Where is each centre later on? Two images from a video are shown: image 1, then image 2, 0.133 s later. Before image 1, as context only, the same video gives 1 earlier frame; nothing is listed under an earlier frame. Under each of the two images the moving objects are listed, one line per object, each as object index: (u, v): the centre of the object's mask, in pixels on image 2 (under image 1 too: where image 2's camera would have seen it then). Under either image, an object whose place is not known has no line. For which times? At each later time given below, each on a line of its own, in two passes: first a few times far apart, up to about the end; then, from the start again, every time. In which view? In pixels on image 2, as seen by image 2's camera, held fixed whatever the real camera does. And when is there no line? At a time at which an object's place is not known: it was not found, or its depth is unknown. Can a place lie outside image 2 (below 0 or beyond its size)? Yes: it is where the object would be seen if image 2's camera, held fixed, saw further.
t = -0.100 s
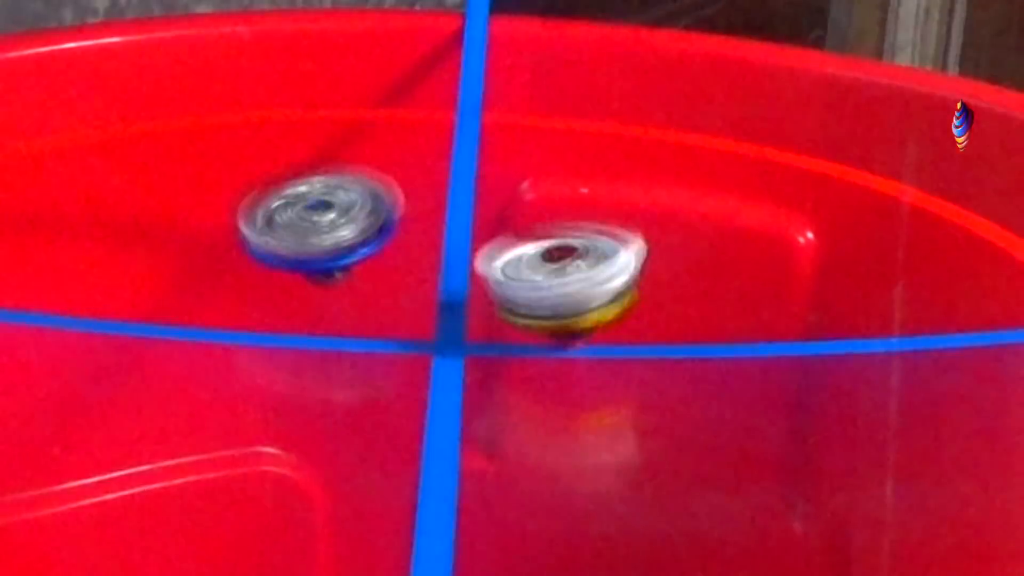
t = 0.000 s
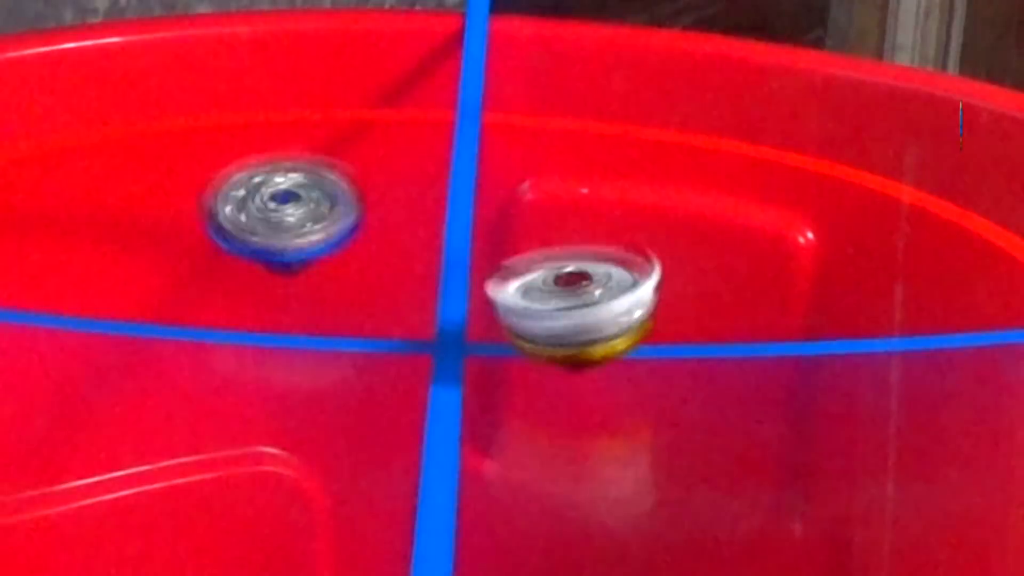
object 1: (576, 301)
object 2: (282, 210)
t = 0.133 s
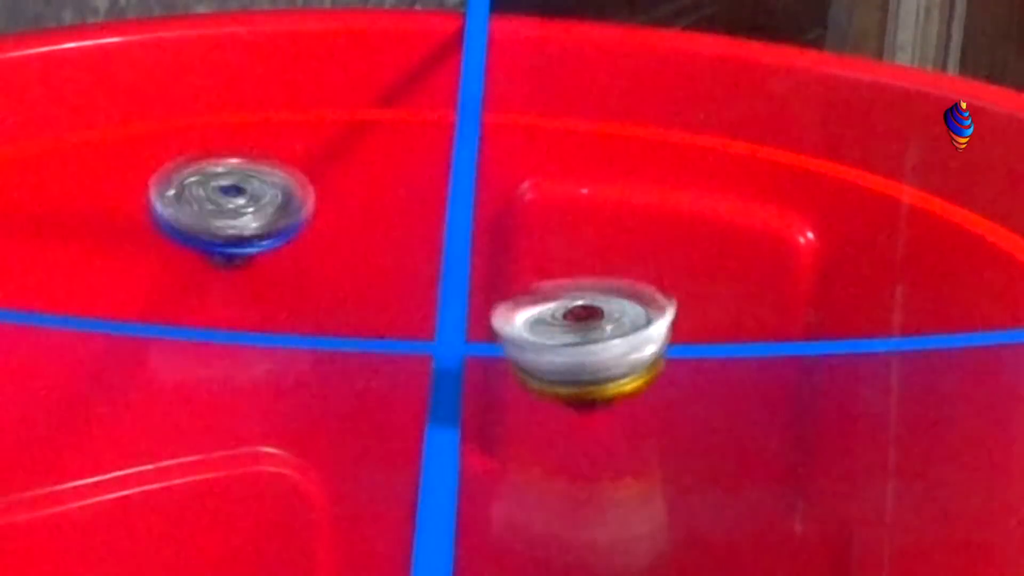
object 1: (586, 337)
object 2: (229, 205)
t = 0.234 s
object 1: (592, 364)
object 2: (191, 207)
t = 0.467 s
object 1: (612, 413)
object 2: (126, 230)
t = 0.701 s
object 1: (586, 415)
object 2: (126, 263)
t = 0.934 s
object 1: (515, 396)
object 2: (199, 294)
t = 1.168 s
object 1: (395, 360)
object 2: (302, 292)
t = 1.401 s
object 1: (320, 375)
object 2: (344, 259)
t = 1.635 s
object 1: (290, 398)
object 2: (301, 228)
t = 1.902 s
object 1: (299, 385)
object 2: (216, 220)
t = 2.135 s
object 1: (325, 347)
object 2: (162, 227)
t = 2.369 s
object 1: (323, 299)
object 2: (179, 245)
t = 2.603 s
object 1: (422, 285)
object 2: (151, 230)
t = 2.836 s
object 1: (549, 281)
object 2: (121, 224)
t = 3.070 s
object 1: (636, 270)
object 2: (144, 232)
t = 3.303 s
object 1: (670, 263)
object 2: (215, 240)
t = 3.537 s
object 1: (651, 259)
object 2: (278, 226)
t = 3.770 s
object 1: (591, 262)
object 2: (300, 199)
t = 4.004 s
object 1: (510, 257)
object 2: (305, 179)
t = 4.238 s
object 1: (415, 247)
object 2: (313, 175)
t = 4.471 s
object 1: (324, 242)
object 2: (339, 172)
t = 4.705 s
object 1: (274, 264)
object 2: (364, 190)
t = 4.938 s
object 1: (236, 273)
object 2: (417, 206)
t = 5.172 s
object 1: (210, 277)
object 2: (472, 207)
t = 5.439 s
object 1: (230, 271)
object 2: (529, 203)
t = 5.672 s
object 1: (278, 268)
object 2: (542, 203)
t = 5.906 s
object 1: (332, 277)
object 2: (547, 211)
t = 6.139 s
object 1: (380, 295)
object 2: (554, 230)
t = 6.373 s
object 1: (415, 314)
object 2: (568, 251)
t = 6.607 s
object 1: (422, 324)
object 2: (610, 267)
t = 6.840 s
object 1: (415, 323)
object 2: (630, 279)
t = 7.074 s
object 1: (426, 311)
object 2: (630, 285)
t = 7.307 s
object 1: (428, 310)
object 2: (635, 289)
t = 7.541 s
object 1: (372, 297)
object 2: (598, 272)
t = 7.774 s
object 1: (314, 273)
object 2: (557, 292)
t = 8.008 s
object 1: (330, 252)
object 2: (573, 308)
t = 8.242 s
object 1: (371, 233)
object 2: (574, 300)
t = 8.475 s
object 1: (410, 230)
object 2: (553, 315)
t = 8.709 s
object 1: (431, 245)
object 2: (557, 303)
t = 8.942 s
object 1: (427, 269)
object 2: (554, 324)
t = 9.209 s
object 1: (403, 273)
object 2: (538, 331)
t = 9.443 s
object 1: (412, 259)
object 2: (555, 331)
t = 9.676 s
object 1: (445, 259)
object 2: (530, 333)
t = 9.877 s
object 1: (432, 250)
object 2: (497, 336)
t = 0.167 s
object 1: (587, 346)
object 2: (217, 206)
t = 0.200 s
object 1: (591, 355)
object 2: (204, 207)
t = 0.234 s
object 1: (592, 364)
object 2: (191, 207)
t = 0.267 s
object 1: (596, 372)
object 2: (177, 209)
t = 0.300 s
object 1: (599, 380)
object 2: (165, 211)
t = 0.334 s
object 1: (604, 387)
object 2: (155, 215)
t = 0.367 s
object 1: (606, 395)
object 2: (146, 217)
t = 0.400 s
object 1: (610, 401)
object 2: (138, 221)
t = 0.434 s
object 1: (608, 409)
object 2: (131, 225)
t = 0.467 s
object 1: (612, 413)
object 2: (126, 230)
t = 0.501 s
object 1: (613, 413)
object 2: (122, 234)
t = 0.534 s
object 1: (612, 415)
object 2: (120, 239)
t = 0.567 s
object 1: (603, 415)
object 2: (119, 244)
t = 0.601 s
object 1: (604, 416)
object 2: (118, 249)
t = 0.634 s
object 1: (597, 416)
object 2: (120, 254)
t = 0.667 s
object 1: (594, 416)
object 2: (121, 258)
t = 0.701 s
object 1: (586, 415)
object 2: (126, 263)
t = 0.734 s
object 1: (582, 413)
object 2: (132, 268)
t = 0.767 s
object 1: (572, 414)
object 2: (140, 272)
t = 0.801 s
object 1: (566, 411)
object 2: (149, 277)
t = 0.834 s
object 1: (555, 408)
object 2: (160, 282)
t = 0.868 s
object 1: (544, 405)
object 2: (171, 287)
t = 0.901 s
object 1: (530, 398)
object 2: (185, 291)
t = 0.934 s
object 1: (515, 396)
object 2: (199, 294)
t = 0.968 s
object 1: (499, 389)
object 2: (213, 296)
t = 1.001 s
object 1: (481, 383)
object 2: (229, 299)
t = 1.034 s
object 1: (466, 377)
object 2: (245, 301)
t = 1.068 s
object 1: (445, 375)
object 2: (260, 301)
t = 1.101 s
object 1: (429, 368)
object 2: (275, 300)
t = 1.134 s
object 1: (408, 365)
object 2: (288, 299)
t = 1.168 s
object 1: (395, 360)
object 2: (302, 292)
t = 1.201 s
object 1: (371, 357)
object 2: (317, 284)
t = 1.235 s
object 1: (356, 359)
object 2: (324, 279)
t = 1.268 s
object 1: (349, 361)
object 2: (331, 274)
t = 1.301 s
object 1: (344, 361)
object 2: (338, 270)
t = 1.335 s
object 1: (337, 366)
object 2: (341, 266)
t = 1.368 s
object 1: (329, 371)
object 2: (342, 264)
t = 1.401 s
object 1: (320, 375)
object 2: (344, 259)
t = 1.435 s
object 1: (313, 379)
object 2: (341, 253)
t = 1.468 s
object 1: (308, 383)
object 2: (340, 248)
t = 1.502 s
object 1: (301, 386)
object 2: (334, 244)
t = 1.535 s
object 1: (301, 388)
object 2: (328, 239)
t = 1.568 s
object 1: (296, 395)
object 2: (320, 235)
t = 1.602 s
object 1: (293, 392)
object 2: (311, 231)
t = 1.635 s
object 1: (290, 398)
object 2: (301, 228)
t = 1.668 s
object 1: (287, 399)
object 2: (292, 225)
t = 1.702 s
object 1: (287, 395)
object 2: (281, 222)
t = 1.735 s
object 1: (290, 400)
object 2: (271, 221)
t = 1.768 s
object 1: (287, 395)
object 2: (260, 220)
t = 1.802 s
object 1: (285, 394)
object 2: (248, 219)
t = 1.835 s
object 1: (294, 391)
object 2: (237, 218)
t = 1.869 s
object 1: (293, 391)
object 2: (225, 220)
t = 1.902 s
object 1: (299, 385)
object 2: (216, 220)
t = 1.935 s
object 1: (303, 385)
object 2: (205, 220)
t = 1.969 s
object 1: (307, 379)
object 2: (195, 220)
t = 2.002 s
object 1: (313, 373)
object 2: (185, 222)
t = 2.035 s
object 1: (316, 368)
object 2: (177, 223)
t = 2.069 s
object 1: (321, 360)
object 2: (170, 224)
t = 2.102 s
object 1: (320, 355)
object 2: (166, 225)
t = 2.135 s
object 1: (325, 347)
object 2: (162, 227)
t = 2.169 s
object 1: (325, 342)
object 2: (161, 229)
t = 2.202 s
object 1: (326, 334)
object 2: (160, 231)
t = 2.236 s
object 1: (327, 328)
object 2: (162, 233)
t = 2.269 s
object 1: (323, 321)
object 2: (164, 235)
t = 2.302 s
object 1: (327, 313)
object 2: (169, 239)
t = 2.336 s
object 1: (325, 307)
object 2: (175, 241)
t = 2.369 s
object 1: (323, 299)
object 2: (179, 245)
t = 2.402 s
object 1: (325, 292)
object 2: (186, 247)
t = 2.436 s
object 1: (330, 289)
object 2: (191, 249)
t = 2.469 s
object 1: (353, 285)
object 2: (182, 241)
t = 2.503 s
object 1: (367, 287)
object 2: (172, 238)
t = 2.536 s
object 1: (383, 286)
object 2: (165, 235)
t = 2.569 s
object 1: (408, 285)
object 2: (159, 232)
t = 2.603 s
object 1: (422, 285)
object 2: (151, 230)
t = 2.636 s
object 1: (441, 285)
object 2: (143, 229)
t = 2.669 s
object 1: (461, 285)
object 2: (137, 227)
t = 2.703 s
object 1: (477, 283)
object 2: (135, 225)
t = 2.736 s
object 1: (496, 283)
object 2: (131, 225)
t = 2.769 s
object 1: (511, 284)
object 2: (127, 223)
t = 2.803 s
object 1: (530, 281)
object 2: (123, 223)
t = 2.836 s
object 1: (549, 281)
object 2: (121, 224)
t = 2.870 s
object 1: (561, 280)
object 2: (127, 223)
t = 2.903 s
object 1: (580, 279)
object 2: (127, 227)
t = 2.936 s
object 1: (594, 278)
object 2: (128, 227)
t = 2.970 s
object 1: (604, 275)
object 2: (128, 228)
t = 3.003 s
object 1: (621, 273)
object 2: (133, 228)
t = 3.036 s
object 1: (626, 273)
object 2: (138, 231)
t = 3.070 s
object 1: (636, 270)
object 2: (144, 232)
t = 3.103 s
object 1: (644, 269)
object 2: (154, 233)
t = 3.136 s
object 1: (648, 267)
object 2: (161, 235)
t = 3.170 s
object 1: (658, 265)
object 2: (169, 234)
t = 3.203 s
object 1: (658, 265)
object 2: (180, 235)
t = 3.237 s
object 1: (666, 263)
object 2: (193, 236)
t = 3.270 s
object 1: (667, 262)
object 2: (205, 238)
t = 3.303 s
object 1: (670, 263)
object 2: (215, 240)
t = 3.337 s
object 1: (669, 261)
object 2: (224, 238)
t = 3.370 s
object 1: (673, 261)
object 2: (234, 237)
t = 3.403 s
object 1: (667, 261)
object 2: (244, 235)
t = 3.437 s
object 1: (669, 260)
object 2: (255, 234)
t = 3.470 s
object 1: (665, 259)
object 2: (264, 232)
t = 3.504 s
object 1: (657, 259)
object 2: (273, 229)
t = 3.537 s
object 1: (651, 259)
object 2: (278, 226)
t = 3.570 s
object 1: (644, 259)
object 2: (284, 223)
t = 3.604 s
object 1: (635, 259)
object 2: (288, 219)
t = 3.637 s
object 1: (628, 259)
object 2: (292, 216)
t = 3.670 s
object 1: (620, 260)
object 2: (297, 210)
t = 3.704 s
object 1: (609, 264)
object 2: (300, 207)
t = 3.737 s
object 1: (604, 261)
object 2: (301, 203)
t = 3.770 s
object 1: (591, 262)
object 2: (300, 199)
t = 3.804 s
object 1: (579, 266)
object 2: (301, 196)
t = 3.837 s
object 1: (574, 261)
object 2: (300, 191)
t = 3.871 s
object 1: (559, 261)
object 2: (303, 188)
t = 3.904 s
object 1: (546, 264)
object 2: (303, 185)
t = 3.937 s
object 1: (540, 260)
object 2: (303, 182)
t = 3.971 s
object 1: (529, 259)
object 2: (304, 180)
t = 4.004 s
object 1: (510, 257)
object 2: (305, 179)
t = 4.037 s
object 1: (498, 258)
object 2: (308, 177)
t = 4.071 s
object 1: (485, 256)
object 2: (309, 176)
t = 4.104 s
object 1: (468, 254)
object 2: (308, 176)
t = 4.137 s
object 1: (457, 251)
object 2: (306, 176)
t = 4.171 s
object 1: (444, 252)
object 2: (309, 174)
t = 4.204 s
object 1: (427, 250)
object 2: (312, 175)
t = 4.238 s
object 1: (415, 247)
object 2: (313, 175)
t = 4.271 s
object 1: (402, 247)
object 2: (312, 174)
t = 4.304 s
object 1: (387, 249)
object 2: (315, 173)
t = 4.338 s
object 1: (375, 248)
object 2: (322, 171)
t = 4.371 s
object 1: (364, 243)
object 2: (325, 174)
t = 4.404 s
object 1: (347, 241)
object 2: (329, 173)
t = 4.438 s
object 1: (335, 241)
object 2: (334, 175)
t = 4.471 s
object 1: (324, 242)
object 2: (339, 172)
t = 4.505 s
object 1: (319, 248)
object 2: (344, 175)
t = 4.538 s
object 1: (315, 249)
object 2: (347, 178)
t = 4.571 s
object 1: (304, 252)
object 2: (350, 178)
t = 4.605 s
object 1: (296, 256)
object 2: (354, 182)
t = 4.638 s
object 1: (293, 257)
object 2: (357, 185)
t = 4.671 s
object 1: (282, 259)
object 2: (360, 187)
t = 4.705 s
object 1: (274, 264)
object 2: (364, 190)
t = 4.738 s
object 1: (273, 264)
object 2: (375, 194)
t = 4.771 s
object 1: (263, 265)
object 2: (379, 198)
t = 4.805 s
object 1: (254, 270)
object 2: (383, 200)
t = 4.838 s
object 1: (252, 270)
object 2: (391, 203)
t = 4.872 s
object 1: (242, 272)
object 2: (398, 204)
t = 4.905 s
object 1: (237, 274)
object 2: (406, 204)
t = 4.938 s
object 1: (236, 273)
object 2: (417, 206)
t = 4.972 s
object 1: (226, 274)
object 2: (427, 208)
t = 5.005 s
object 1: (223, 276)
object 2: (434, 209)
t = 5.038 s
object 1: (222, 273)
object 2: (441, 210)
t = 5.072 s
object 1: (213, 276)
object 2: (450, 211)
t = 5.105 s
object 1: (216, 276)
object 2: (455, 209)
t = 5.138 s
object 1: (215, 273)
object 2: (462, 208)
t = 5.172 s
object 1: (210, 277)
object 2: (472, 207)
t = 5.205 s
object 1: (214, 273)
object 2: (483, 207)
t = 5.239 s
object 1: (214, 275)
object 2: (489, 206)
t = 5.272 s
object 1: (213, 273)
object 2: (497, 205)
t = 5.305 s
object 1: (216, 274)
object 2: (506, 205)
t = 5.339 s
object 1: (220, 270)
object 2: (512, 204)
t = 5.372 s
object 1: (218, 274)
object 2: (517, 205)
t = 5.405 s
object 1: (228, 271)
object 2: (524, 205)
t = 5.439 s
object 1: (230, 271)
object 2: (529, 203)
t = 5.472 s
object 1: (237, 271)
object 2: (530, 203)
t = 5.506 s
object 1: (243, 270)
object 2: (536, 204)
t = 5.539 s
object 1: (253, 268)
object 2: (539, 202)
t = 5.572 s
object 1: (256, 269)
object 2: (538, 203)
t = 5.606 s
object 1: (263, 270)
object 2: (541, 204)
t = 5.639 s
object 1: (275, 267)
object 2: (544, 202)
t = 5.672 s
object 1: (278, 268)
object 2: (542, 203)
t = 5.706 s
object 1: (280, 269)
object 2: (545, 203)
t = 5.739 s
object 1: (292, 268)
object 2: (548, 203)
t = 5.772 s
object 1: (305, 270)
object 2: (544, 205)
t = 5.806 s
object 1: (305, 272)
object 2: (545, 206)
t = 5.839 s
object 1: (311, 271)
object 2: (550, 207)
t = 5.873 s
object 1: (321, 275)
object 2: (546, 208)
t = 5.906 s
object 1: (332, 277)
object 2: (547, 211)
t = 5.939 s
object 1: (335, 278)
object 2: (551, 212)
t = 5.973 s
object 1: (343, 281)
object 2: (548, 214)
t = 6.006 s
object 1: (354, 284)
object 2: (551, 217)
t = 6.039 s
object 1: (359, 286)
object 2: (553, 220)
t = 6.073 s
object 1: (367, 290)
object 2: (550, 222)
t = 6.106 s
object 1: (377, 293)
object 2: (551, 226)
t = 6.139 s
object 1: (380, 295)
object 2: (554, 230)
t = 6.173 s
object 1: (386, 298)
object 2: (551, 232)
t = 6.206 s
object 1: (397, 302)
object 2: (553, 235)
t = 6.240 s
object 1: (400, 305)
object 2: (557, 238)
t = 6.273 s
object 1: (402, 306)
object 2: (557, 241)
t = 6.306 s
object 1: (414, 309)
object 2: (561, 245)
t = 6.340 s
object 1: (416, 311)
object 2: (567, 248)
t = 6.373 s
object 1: (415, 314)
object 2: (568, 251)
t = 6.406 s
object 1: (424, 316)
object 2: (573, 254)
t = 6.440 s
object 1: (427, 319)
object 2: (580, 258)
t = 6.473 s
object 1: (423, 322)
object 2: (582, 259)
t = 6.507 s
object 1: (424, 321)
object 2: (589, 261)
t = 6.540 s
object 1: (429, 322)
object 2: (598, 263)
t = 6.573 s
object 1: (428, 323)
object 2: (601, 264)
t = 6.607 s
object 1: (422, 324)
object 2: (610, 267)
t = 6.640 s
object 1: (430, 326)
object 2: (616, 270)
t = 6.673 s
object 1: (427, 326)
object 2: (616, 272)
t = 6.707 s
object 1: (419, 327)
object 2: (623, 273)
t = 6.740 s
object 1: (419, 329)
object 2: (626, 276)
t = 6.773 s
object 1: (424, 326)
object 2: (624, 277)
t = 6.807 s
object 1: (422, 325)
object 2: (628, 280)
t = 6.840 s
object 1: (415, 323)
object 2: (630, 279)
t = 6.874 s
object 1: (423, 324)
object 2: (628, 281)
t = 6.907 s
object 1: (424, 321)
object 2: (632, 283)
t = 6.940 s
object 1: (419, 319)
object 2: (633, 282)
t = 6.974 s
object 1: (419, 320)
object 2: (631, 283)
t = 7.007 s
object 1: (427, 316)
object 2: (634, 286)
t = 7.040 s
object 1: (427, 315)
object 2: (631, 284)
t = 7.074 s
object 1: (426, 311)
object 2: (630, 285)
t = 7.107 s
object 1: (433, 312)
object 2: (631, 286)
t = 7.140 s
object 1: (440, 309)
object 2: (627, 285)
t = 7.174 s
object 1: (440, 307)
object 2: (628, 286)
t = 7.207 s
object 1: (443, 307)
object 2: (626, 289)
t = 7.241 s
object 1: (451, 306)
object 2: (621, 288)
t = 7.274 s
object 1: (440, 310)
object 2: (633, 289)
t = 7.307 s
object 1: (428, 310)
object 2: (635, 289)
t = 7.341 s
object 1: (425, 311)
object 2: (637, 291)
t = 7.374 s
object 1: (418, 310)
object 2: (629, 287)
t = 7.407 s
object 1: (404, 309)
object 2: (619, 278)
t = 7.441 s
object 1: (391, 307)
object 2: (618, 272)
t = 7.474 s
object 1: (386, 305)
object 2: (612, 270)
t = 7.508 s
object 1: (379, 302)
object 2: (610, 269)
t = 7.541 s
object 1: (372, 297)
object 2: (598, 272)
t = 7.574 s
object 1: (359, 293)
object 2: (596, 273)
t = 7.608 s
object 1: (350, 291)
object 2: (585, 275)
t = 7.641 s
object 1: (341, 288)
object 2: (578, 275)
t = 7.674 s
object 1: (336, 283)
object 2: (570, 278)
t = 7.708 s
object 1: (329, 280)
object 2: (568, 283)
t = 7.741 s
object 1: (320, 278)
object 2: (562, 287)
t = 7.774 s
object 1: (314, 273)
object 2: (557, 292)
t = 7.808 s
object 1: (317, 272)
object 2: (554, 296)
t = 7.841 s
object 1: (319, 269)
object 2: (557, 301)
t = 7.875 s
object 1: (315, 265)
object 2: (559, 304)
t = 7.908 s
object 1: (314, 262)
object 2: (563, 308)
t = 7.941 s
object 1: (318, 259)
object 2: (565, 308)
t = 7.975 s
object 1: (325, 257)
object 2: (568, 308)
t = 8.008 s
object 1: (330, 252)
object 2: (573, 308)
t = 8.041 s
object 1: (337, 250)
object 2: (573, 310)
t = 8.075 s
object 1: (345, 247)
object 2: (575, 307)
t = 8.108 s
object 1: (350, 244)
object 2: (580, 301)
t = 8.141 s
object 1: (357, 240)
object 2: (578, 298)
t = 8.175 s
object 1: (366, 237)
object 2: (582, 295)
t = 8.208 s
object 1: (370, 235)
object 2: (575, 297)
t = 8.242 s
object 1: (371, 233)
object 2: (574, 300)
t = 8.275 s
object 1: (378, 229)
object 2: (568, 297)
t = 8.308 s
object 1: (388, 229)
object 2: (563, 300)
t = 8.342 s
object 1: (388, 229)
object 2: (557, 299)
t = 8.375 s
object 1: (389, 227)
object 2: (554, 303)
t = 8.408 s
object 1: (396, 228)
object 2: (553, 307)
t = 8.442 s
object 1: (407, 229)
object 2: (548, 309)
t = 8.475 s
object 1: (410, 230)
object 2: (553, 315)
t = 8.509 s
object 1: (411, 230)
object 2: (555, 319)
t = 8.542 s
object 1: (414, 233)
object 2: (556, 319)
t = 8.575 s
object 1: (421, 236)
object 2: (553, 318)
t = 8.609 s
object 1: (423, 239)
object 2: (554, 317)
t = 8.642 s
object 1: (426, 240)
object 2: (555, 312)
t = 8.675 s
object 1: (429, 244)
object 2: (552, 306)
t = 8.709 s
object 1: (431, 245)
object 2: (557, 303)
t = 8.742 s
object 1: (430, 251)
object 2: (563, 301)
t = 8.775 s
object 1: (429, 255)
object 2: (564, 305)
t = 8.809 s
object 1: (430, 257)
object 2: (572, 310)
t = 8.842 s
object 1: (431, 259)
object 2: (567, 316)
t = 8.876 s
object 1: (426, 264)
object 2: (566, 322)
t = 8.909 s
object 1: (426, 268)
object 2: (562, 323)
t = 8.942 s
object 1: (427, 269)
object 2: (554, 324)
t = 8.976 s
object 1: (424, 272)
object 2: (549, 324)
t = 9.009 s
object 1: (418, 277)
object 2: (545, 321)
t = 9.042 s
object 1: (411, 278)
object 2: (545, 328)
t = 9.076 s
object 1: (411, 278)
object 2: (548, 327)
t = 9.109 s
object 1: (411, 278)
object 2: (544, 335)
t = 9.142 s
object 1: (405, 281)
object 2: (545, 331)
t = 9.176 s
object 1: (402, 276)
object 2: (544, 334)
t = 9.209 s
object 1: (403, 273)
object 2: (538, 331)
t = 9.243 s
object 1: (402, 278)
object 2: (544, 328)
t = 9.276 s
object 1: (406, 271)
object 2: (551, 326)
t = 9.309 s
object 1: (401, 267)
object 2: (553, 330)
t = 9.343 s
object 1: (401, 265)
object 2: (554, 335)
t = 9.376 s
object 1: (403, 263)
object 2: (558, 333)
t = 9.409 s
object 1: (408, 261)
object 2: (554, 334)
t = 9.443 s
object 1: (412, 259)
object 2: (555, 331)
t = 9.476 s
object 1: (416, 257)
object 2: (549, 330)
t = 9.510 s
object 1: (416, 256)
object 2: (551, 331)
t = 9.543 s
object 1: (419, 254)
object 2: (551, 327)
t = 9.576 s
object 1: (421, 255)
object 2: (545, 332)
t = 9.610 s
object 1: (426, 257)
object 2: (542, 334)
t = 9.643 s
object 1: (436, 257)
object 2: (535, 334)
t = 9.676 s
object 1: (445, 259)
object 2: (530, 333)
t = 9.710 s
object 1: (443, 260)
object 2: (523, 330)
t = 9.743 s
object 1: (434, 257)
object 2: (516, 335)
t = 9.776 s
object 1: (427, 254)
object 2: (509, 335)
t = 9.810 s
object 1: (425, 258)
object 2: (506, 330)
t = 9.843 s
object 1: (430, 249)
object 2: (499, 334)
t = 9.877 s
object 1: (432, 250)
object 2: (497, 336)
